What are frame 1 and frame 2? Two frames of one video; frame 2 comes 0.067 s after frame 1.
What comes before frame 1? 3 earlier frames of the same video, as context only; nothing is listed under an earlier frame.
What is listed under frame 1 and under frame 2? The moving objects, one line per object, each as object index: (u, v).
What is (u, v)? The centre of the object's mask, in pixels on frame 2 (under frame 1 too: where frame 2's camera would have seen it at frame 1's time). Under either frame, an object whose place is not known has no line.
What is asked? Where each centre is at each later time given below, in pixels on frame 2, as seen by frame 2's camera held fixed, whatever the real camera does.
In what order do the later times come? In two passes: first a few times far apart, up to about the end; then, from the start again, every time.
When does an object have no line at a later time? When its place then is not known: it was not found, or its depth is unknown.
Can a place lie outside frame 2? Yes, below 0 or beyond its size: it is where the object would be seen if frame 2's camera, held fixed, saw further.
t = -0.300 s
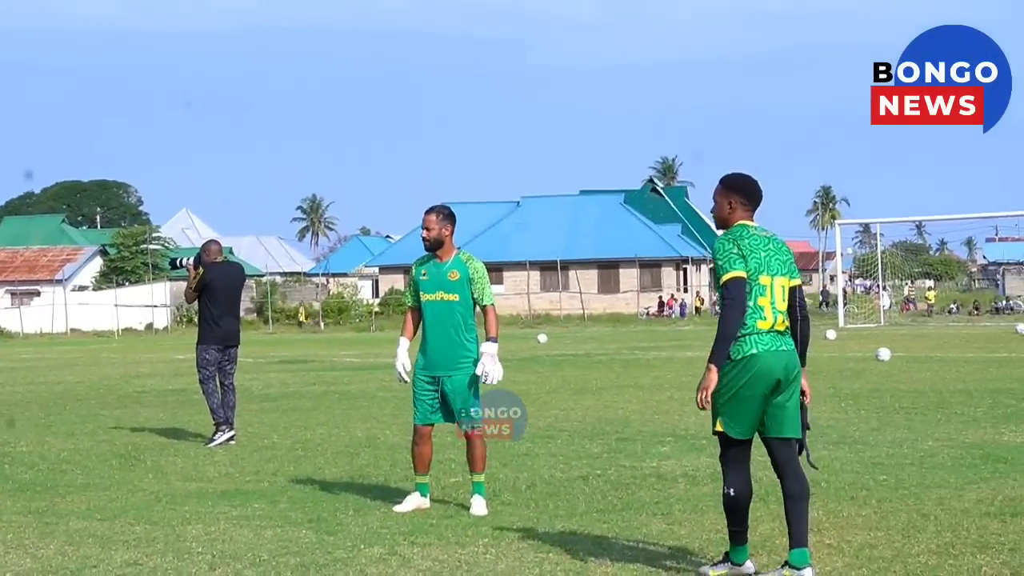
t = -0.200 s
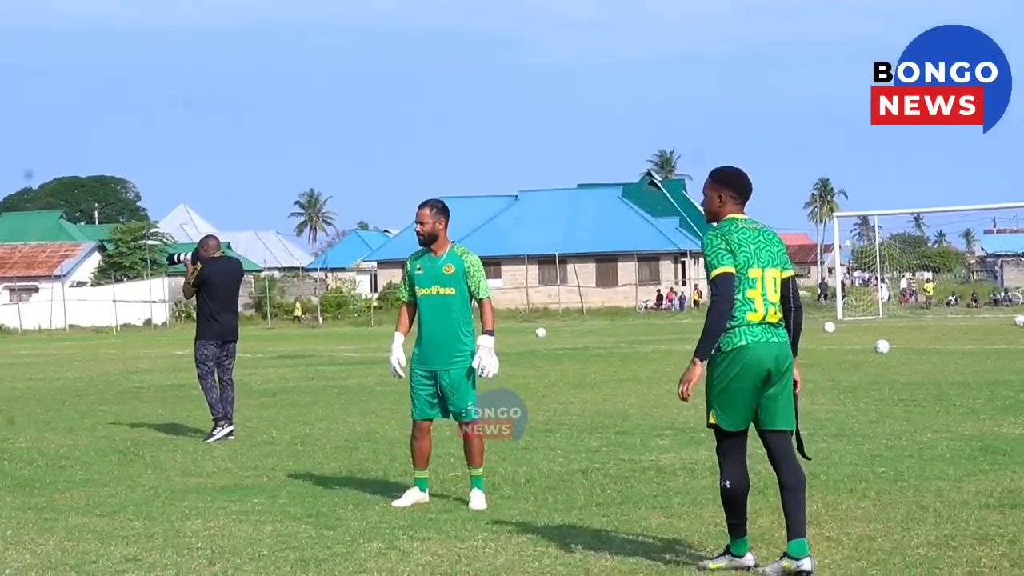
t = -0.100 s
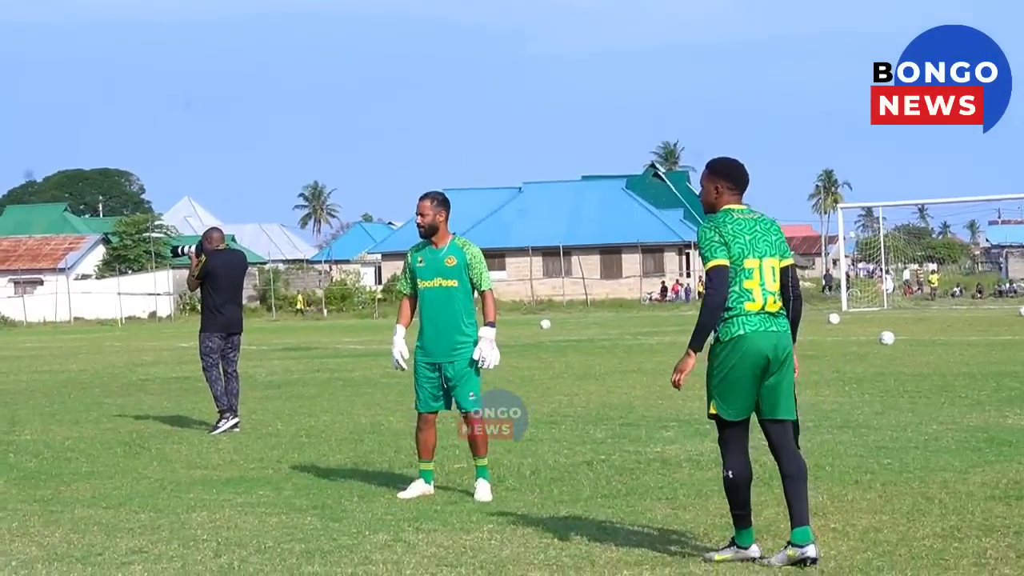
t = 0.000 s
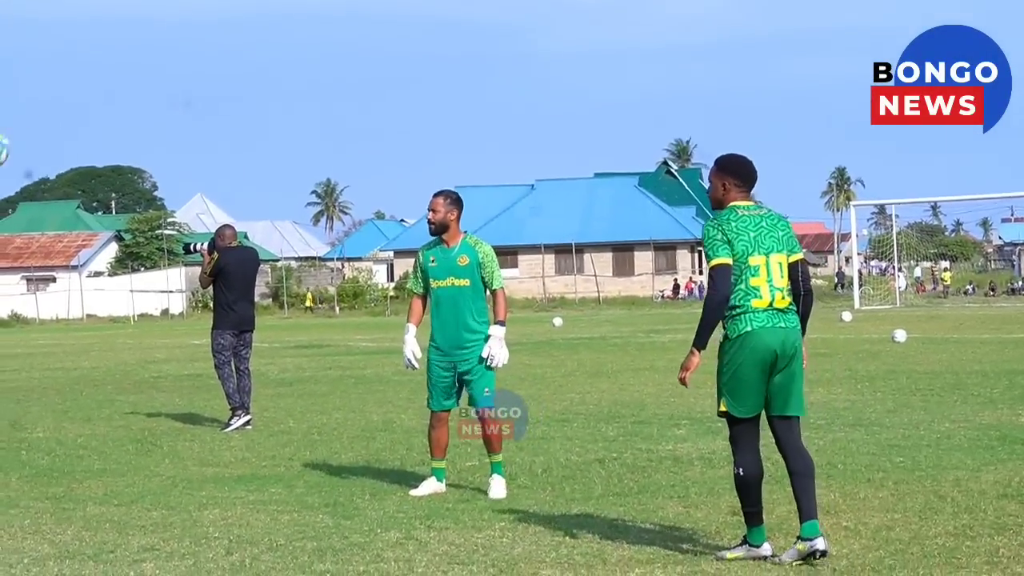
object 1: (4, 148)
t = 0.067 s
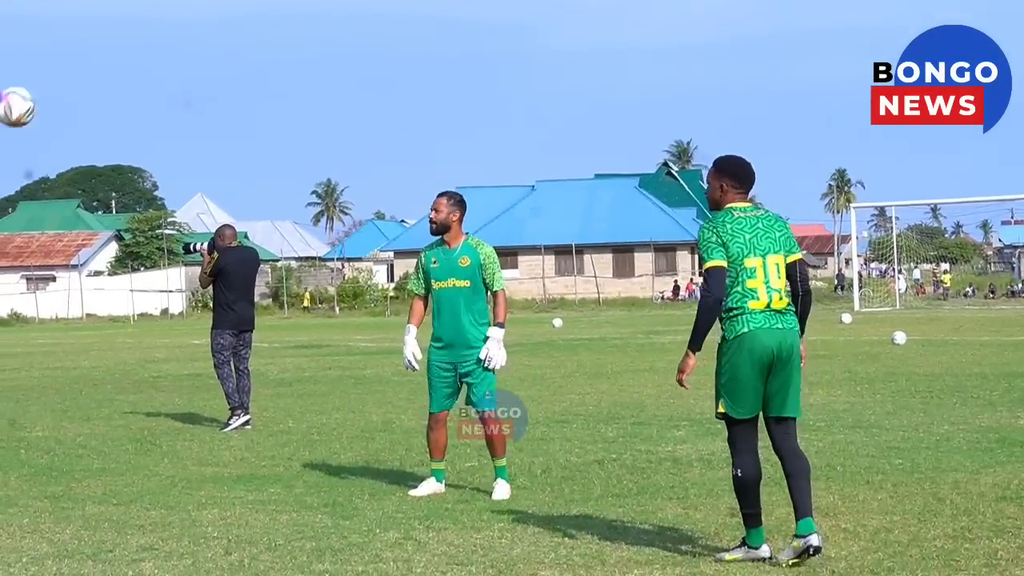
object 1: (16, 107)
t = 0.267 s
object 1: (93, 35)
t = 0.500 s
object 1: (181, 44)
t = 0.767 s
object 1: (277, 163)
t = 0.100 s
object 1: (27, 90)
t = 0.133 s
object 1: (40, 75)
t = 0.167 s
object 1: (54, 62)
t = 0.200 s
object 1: (67, 50)
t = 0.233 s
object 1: (81, 41)
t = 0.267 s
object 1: (93, 35)
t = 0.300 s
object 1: (105, 32)
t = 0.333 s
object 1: (117, 30)
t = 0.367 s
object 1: (129, 31)
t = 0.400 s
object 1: (143, 33)
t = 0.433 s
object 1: (155, 36)
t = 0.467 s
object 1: (168, 40)
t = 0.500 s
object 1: (181, 44)
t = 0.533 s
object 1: (193, 50)
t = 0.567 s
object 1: (206, 60)
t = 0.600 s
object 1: (218, 73)
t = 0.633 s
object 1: (230, 87)
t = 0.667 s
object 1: (242, 104)
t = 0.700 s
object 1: (253, 121)
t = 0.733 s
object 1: (266, 141)
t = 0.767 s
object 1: (277, 163)
